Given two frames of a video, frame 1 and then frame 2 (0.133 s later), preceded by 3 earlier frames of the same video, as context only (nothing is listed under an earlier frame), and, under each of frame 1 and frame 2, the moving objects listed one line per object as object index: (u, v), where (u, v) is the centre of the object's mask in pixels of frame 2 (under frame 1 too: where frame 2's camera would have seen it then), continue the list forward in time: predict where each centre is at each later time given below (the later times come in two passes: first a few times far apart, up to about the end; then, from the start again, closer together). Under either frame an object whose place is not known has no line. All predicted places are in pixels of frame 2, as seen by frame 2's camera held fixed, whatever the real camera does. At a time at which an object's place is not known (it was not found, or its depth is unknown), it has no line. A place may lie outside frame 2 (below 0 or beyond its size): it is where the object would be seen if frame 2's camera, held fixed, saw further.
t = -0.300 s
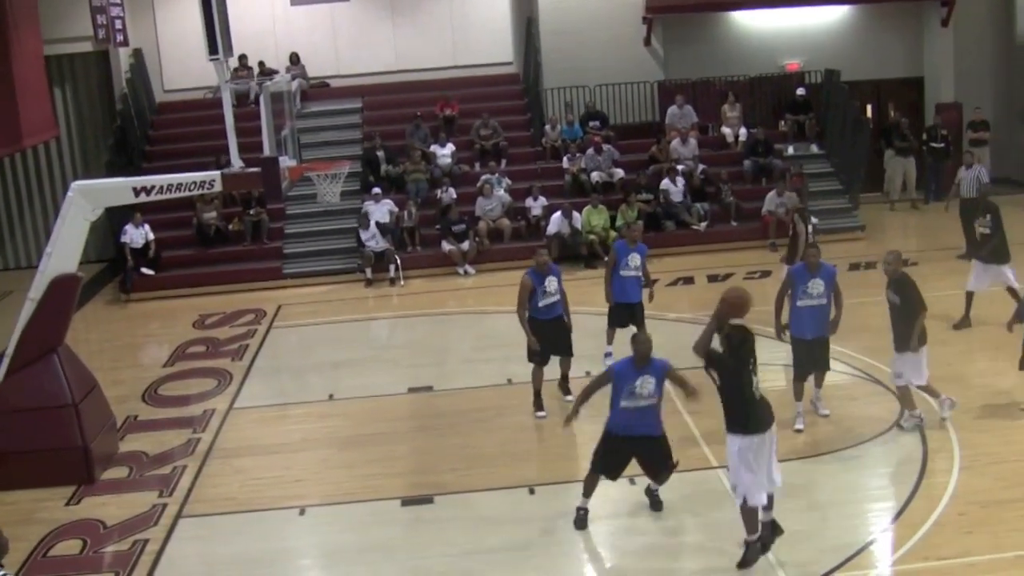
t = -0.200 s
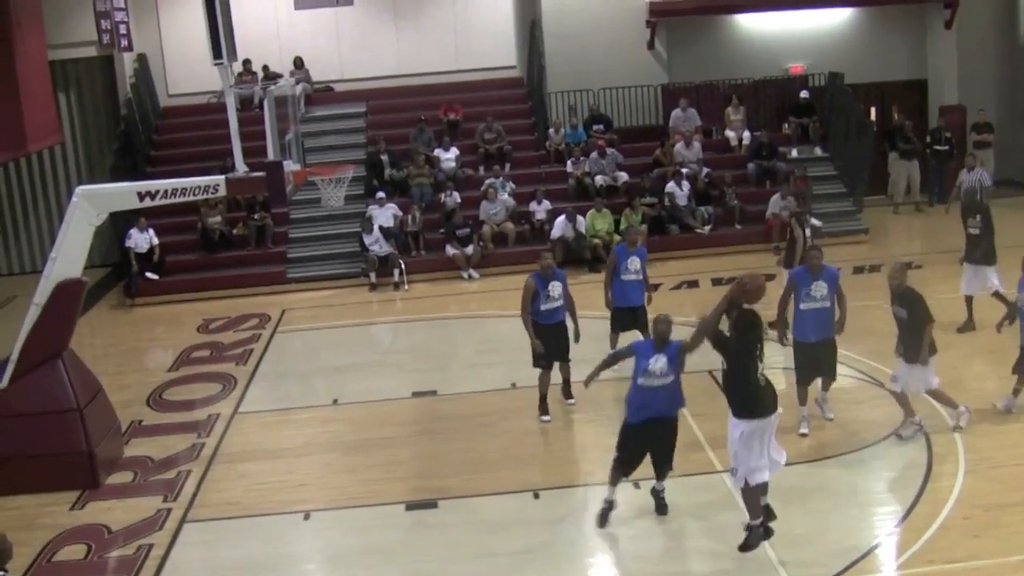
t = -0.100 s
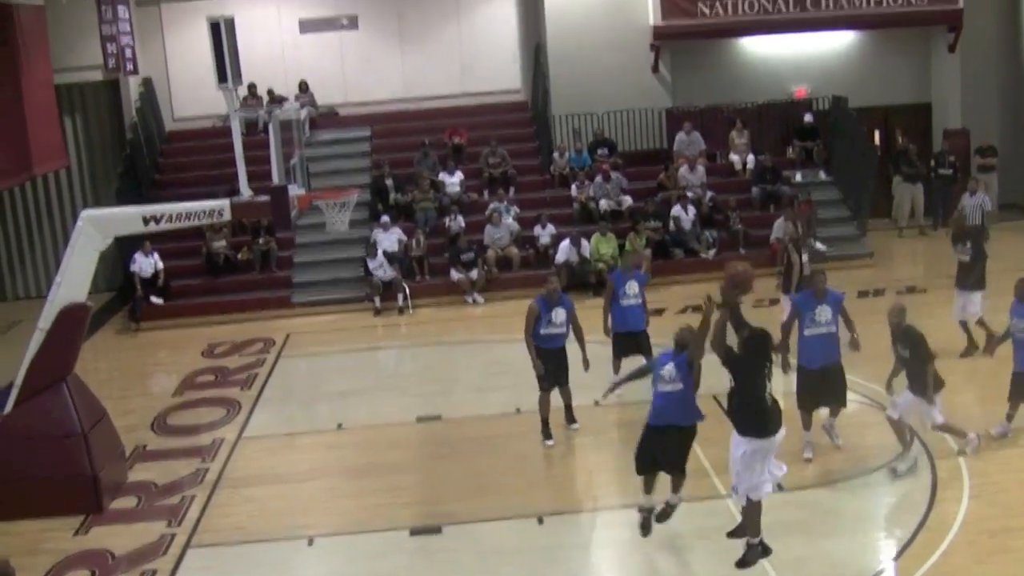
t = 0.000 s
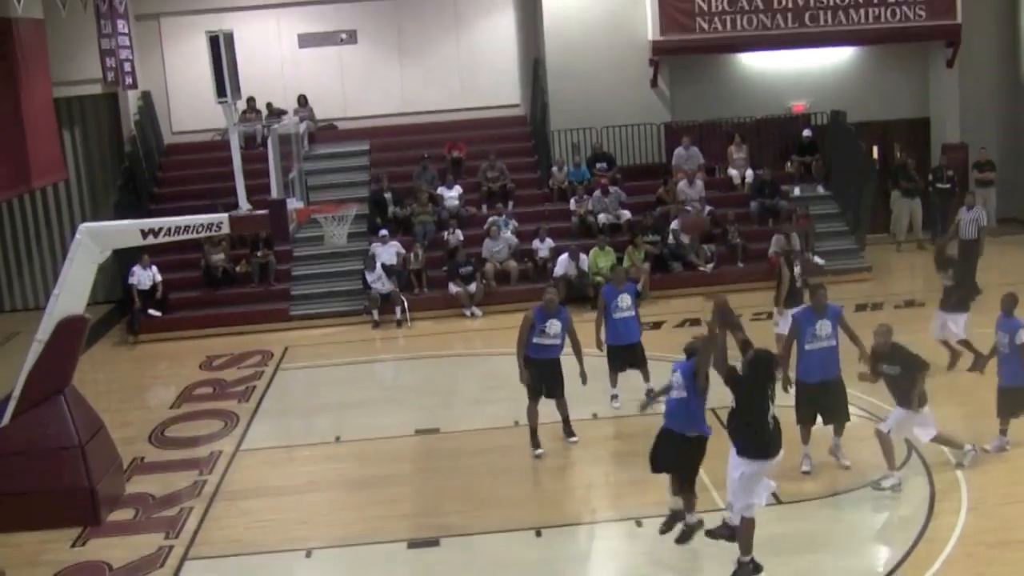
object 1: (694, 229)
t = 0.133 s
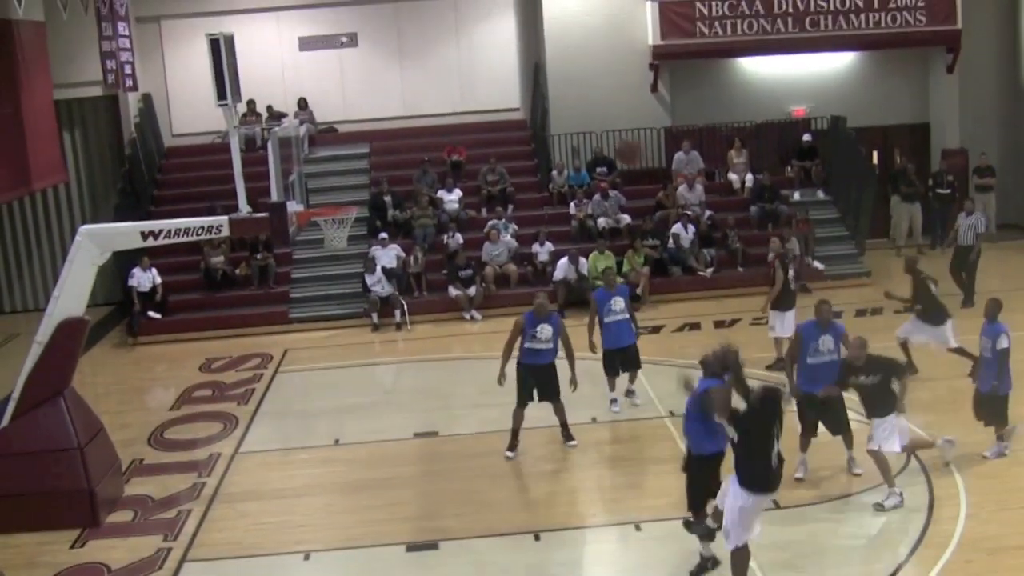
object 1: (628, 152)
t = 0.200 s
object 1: (600, 121)
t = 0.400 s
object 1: (520, 74)
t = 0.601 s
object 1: (453, 72)
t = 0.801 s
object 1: (397, 111)
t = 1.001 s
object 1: (351, 184)
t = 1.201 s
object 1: (327, 228)
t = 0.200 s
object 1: (600, 121)
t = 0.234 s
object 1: (586, 110)
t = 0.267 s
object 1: (572, 100)
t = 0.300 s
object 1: (559, 91)
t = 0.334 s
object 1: (547, 82)
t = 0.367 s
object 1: (533, 78)
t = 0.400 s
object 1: (520, 74)
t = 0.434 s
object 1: (508, 69)
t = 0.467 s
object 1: (497, 67)
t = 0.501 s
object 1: (485, 67)
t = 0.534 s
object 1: (474, 68)
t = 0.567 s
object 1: (463, 69)
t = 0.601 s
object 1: (453, 72)
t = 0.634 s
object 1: (443, 76)
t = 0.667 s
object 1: (433, 81)
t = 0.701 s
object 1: (424, 87)
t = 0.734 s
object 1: (414, 94)
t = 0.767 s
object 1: (406, 102)
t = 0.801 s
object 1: (397, 111)
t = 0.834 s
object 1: (389, 121)
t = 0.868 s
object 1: (380, 131)
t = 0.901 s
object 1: (373, 143)
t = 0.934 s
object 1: (365, 156)
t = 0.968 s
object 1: (359, 169)
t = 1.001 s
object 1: (351, 184)
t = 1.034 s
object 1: (344, 198)
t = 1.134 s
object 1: (328, 231)
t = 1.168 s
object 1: (325, 227)
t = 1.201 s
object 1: (327, 228)
